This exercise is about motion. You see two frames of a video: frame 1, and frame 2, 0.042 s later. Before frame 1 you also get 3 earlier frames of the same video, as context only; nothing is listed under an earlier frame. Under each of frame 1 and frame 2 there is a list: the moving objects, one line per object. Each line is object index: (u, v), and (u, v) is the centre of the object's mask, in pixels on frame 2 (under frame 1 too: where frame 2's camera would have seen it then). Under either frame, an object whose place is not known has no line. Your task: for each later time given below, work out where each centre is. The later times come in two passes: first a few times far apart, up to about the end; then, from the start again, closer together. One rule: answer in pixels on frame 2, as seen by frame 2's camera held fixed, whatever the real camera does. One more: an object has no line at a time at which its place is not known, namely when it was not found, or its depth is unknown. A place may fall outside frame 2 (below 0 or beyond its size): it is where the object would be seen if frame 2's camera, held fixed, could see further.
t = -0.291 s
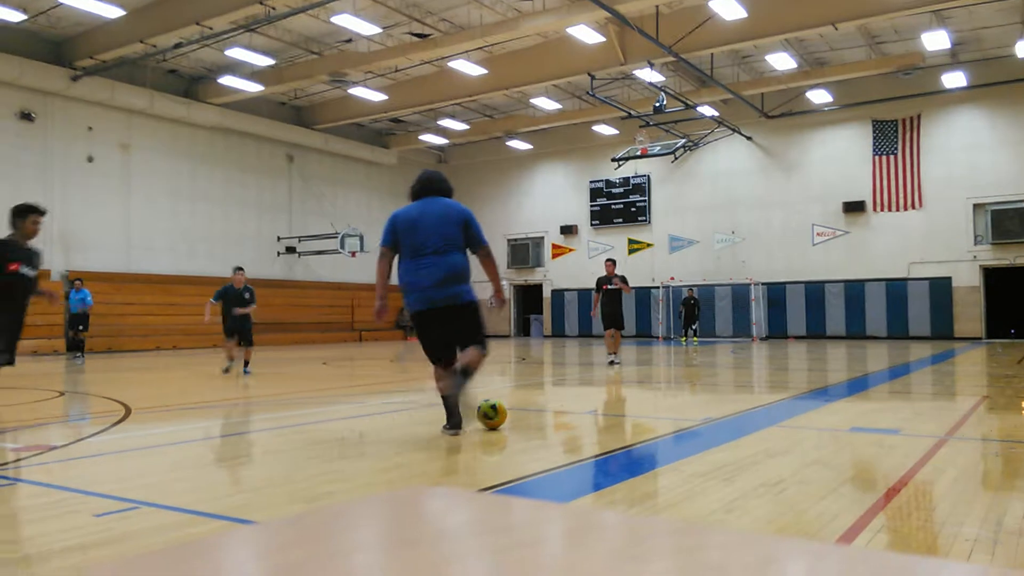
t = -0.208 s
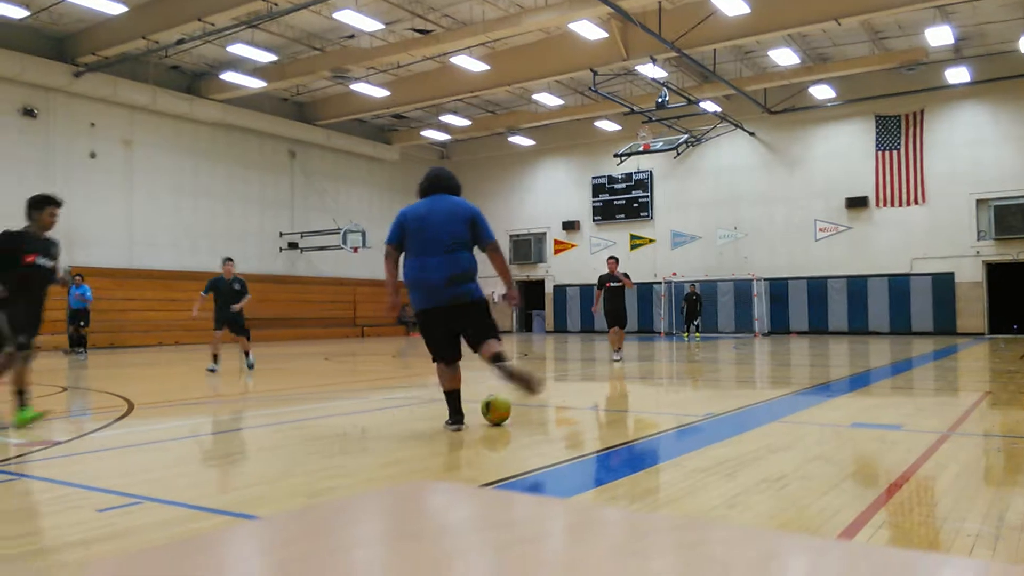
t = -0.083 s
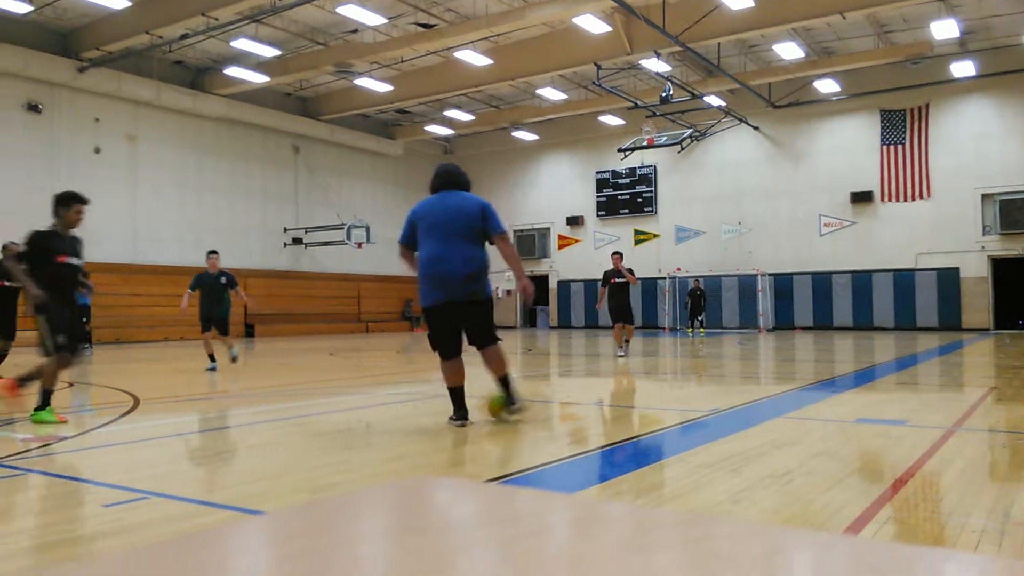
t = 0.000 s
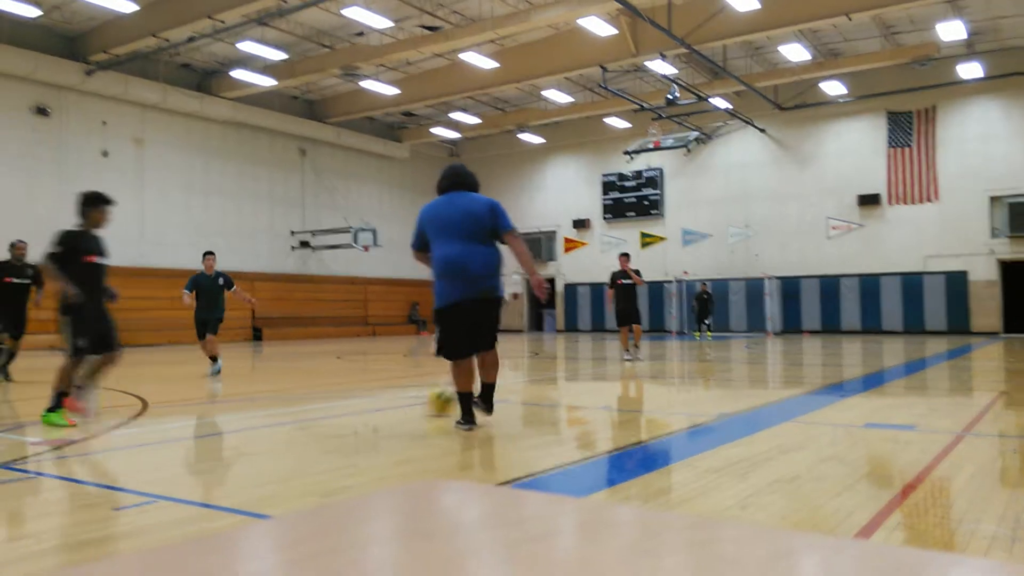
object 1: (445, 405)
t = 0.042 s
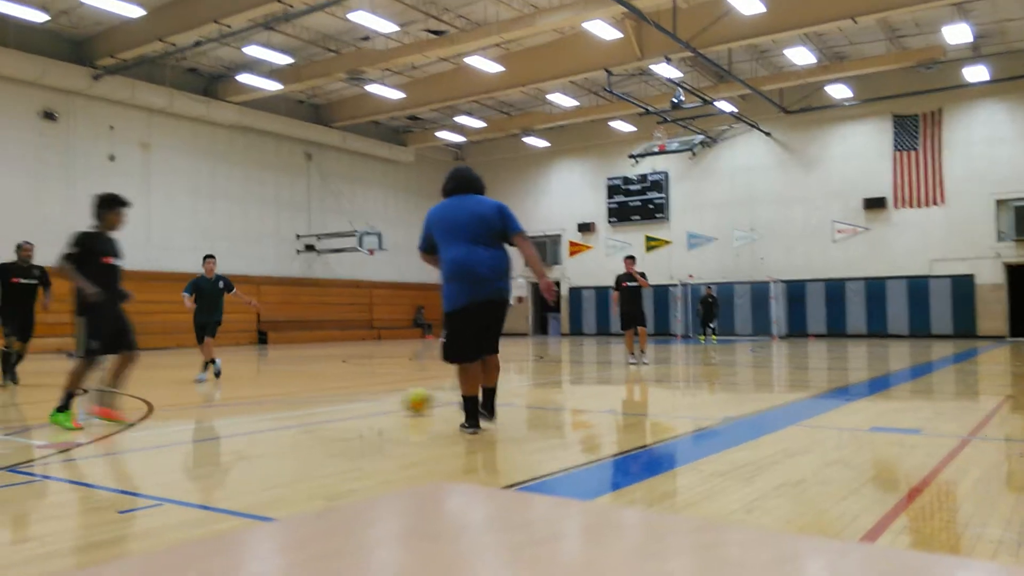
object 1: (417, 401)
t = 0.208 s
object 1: (328, 393)
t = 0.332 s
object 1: (281, 388)
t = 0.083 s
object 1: (392, 397)
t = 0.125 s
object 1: (368, 397)
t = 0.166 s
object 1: (347, 396)
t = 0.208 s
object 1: (328, 393)
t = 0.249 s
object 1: (310, 390)
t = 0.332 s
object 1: (281, 388)
